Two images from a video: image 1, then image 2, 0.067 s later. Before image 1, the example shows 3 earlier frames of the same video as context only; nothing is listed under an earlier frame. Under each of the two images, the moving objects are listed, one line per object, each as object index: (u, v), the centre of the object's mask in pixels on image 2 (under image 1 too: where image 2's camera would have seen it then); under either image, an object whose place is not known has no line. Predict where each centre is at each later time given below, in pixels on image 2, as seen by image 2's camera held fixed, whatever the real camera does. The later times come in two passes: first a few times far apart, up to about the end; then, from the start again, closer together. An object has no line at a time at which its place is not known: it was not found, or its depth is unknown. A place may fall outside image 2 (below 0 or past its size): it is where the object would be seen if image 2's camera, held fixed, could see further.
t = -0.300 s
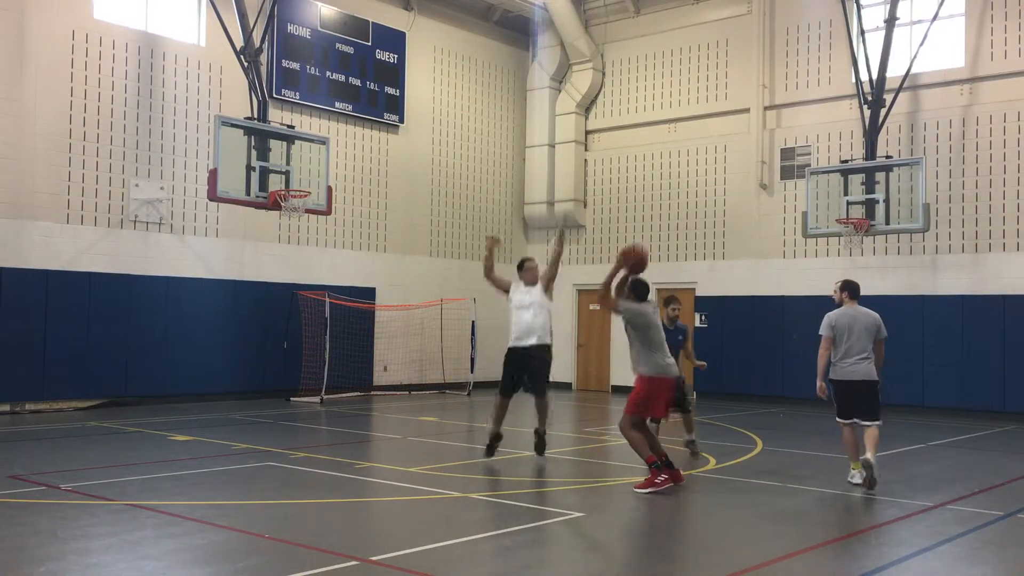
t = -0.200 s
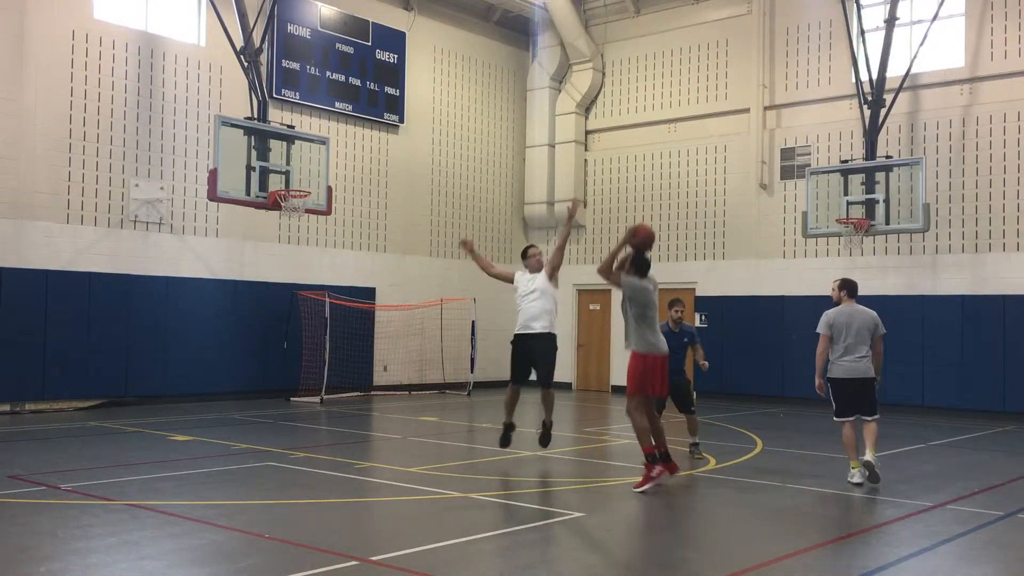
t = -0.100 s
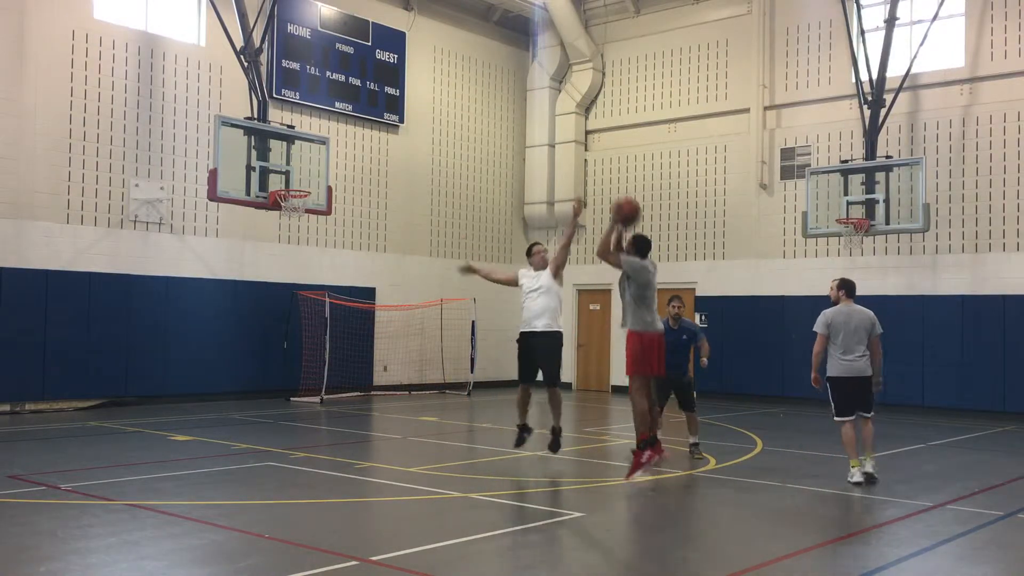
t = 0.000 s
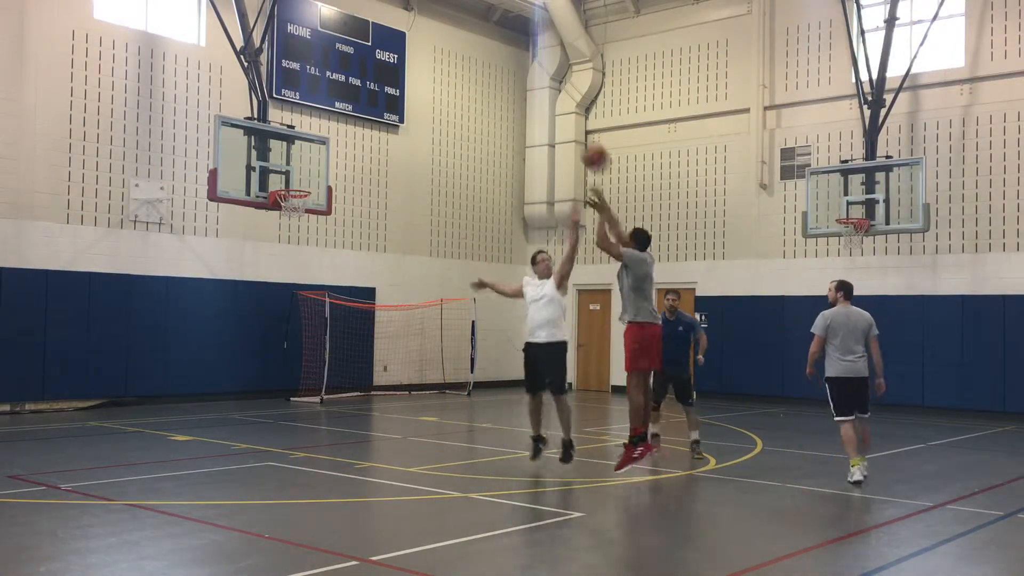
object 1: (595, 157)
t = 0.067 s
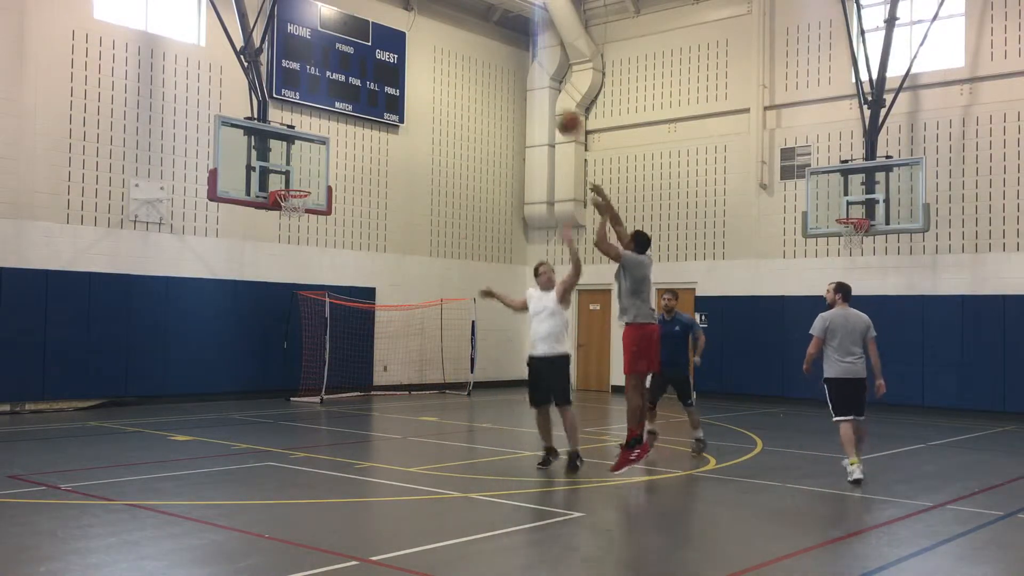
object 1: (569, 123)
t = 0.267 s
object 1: (497, 55)
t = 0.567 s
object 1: (409, 39)
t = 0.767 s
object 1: (361, 66)
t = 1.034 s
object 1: (304, 148)
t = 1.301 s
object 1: (298, 215)
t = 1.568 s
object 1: (275, 281)
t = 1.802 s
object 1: (255, 385)
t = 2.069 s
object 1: (230, 336)
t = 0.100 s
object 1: (556, 108)
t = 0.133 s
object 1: (542, 95)
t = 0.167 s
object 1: (529, 82)
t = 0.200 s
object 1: (519, 72)
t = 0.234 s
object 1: (507, 64)
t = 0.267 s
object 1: (497, 55)
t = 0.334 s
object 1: (475, 44)
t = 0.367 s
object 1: (465, 41)
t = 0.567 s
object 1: (409, 39)
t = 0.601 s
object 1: (400, 41)
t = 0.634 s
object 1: (393, 42)
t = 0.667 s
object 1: (383, 48)
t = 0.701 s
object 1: (375, 52)
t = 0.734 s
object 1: (367, 59)
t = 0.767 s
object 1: (361, 66)
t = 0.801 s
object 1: (353, 75)
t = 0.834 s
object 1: (344, 82)
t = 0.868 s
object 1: (338, 92)
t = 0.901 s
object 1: (332, 101)
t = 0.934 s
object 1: (324, 112)
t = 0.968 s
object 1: (318, 124)
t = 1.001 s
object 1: (312, 135)
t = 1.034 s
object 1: (304, 148)
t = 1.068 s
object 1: (298, 160)
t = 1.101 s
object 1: (291, 173)
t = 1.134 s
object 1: (284, 187)
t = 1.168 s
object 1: (291, 195)
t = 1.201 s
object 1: (303, 200)
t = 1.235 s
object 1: (303, 203)
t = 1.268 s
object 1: (301, 210)
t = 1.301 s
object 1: (298, 215)
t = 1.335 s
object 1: (296, 220)
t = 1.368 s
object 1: (293, 226)
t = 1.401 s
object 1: (290, 233)
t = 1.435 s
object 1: (287, 241)
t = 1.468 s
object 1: (284, 251)
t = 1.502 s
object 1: (281, 260)
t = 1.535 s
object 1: (278, 271)
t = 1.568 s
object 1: (275, 281)
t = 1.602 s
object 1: (272, 294)
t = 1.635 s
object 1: (269, 306)
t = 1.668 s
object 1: (266, 321)
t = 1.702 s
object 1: (264, 335)
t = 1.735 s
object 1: (261, 351)
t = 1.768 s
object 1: (257, 368)
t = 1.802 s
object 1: (255, 385)
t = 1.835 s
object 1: (251, 403)
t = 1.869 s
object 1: (248, 411)
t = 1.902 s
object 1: (246, 396)
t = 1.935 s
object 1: (242, 383)
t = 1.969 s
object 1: (239, 369)
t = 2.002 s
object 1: (236, 358)
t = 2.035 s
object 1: (233, 347)
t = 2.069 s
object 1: (230, 336)
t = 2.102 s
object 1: (227, 327)
